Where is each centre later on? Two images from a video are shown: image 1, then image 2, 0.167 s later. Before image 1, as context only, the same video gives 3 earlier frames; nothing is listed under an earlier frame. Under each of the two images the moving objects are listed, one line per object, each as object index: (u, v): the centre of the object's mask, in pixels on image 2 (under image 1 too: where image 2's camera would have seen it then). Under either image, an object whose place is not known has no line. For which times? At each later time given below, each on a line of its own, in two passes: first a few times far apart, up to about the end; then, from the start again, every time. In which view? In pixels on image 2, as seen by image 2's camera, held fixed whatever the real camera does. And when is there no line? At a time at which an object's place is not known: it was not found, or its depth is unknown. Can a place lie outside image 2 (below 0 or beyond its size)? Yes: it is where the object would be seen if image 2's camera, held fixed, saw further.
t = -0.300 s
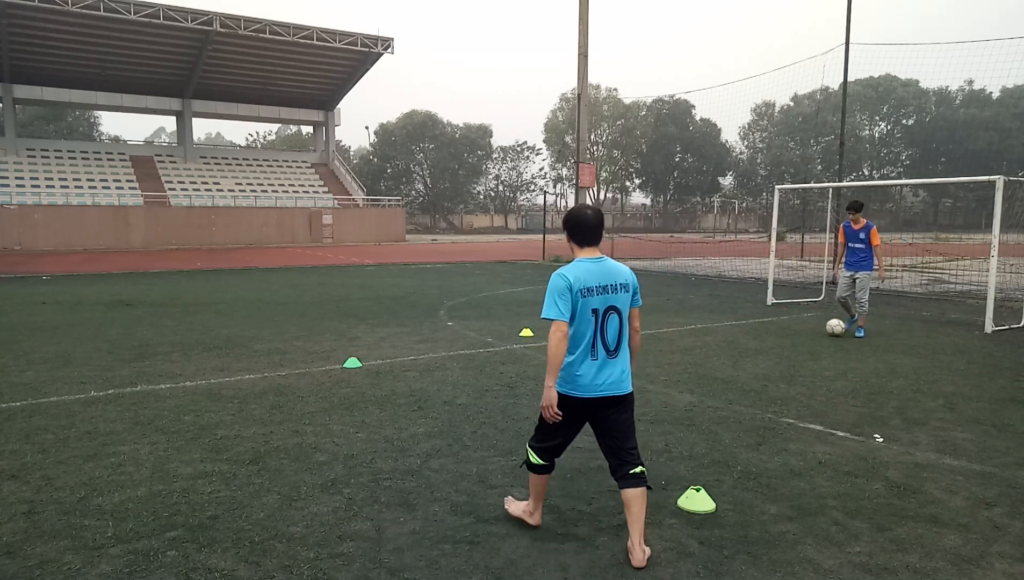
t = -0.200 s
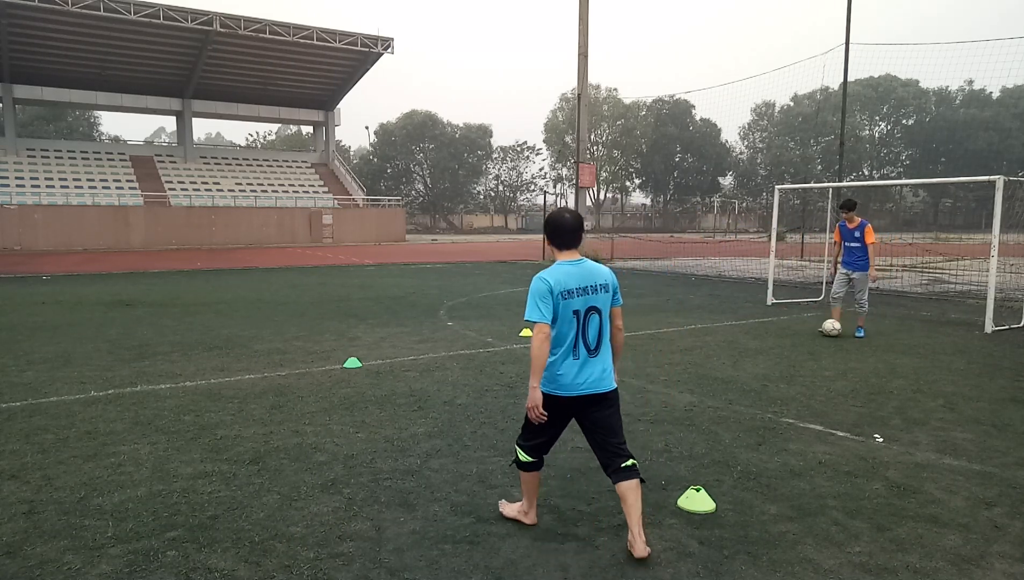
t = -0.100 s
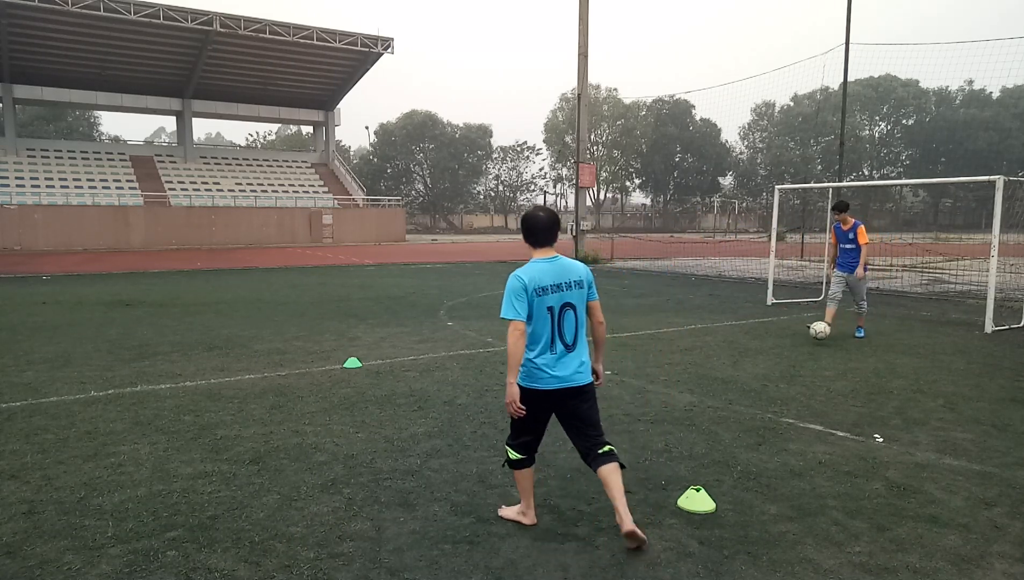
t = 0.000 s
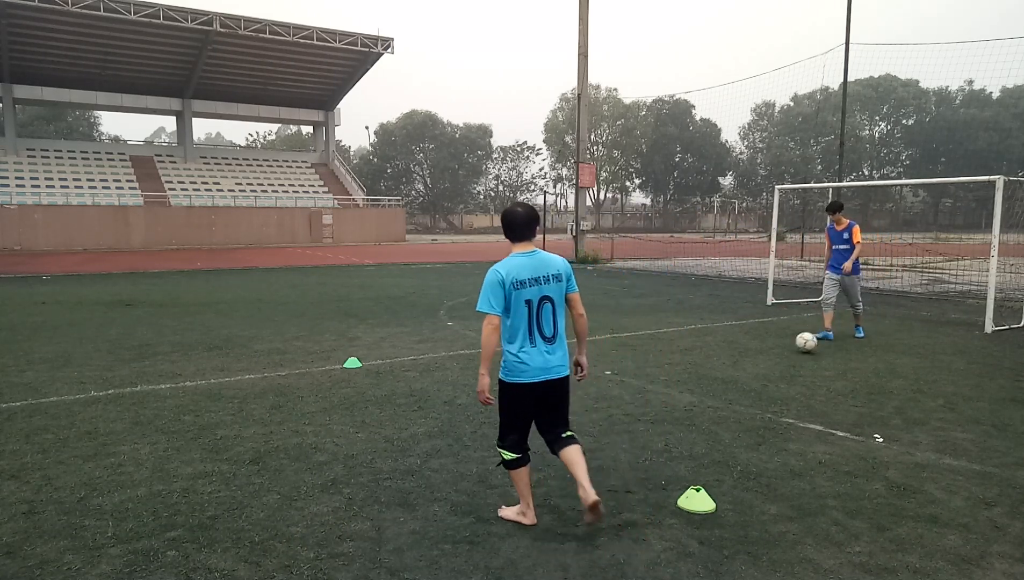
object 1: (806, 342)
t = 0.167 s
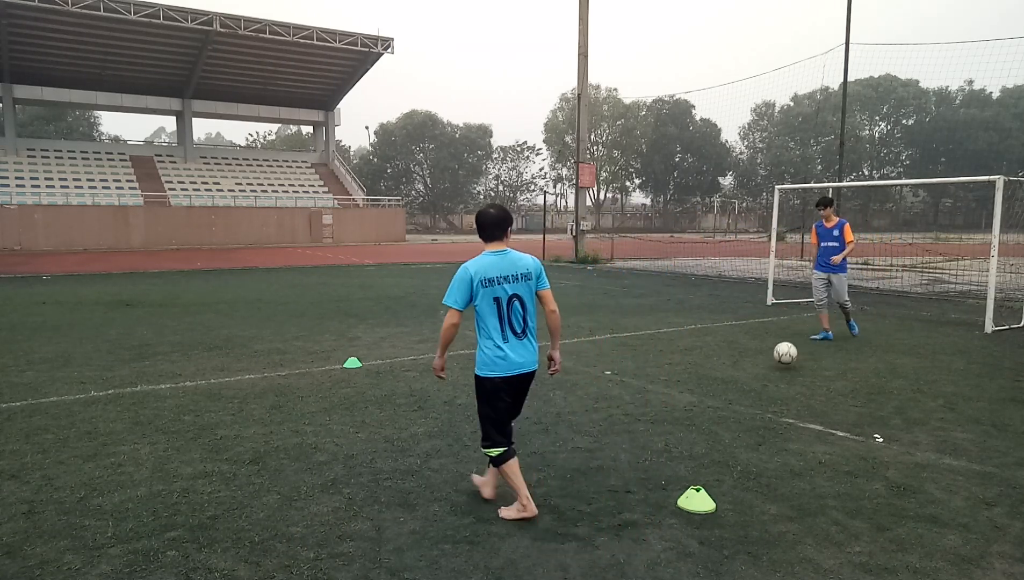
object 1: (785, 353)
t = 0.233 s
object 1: (776, 364)
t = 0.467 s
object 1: (746, 387)
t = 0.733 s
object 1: (711, 415)
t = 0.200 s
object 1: (781, 358)
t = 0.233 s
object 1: (776, 364)
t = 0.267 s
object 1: (772, 366)
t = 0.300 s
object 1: (768, 368)
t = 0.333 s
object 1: (763, 371)
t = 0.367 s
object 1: (759, 376)
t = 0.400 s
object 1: (754, 380)
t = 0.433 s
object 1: (750, 383)
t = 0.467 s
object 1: (746, 387)
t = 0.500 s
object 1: (742, 390)
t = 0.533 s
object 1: (738, 393)
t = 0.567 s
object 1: (734, 396)
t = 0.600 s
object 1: (729, 399)
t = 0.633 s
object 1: (725, 403)
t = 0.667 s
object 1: (720, 407)
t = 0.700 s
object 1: (716, 410)
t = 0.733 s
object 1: (711, 415)
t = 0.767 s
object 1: (706, 419)
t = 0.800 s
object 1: (700, 424)
